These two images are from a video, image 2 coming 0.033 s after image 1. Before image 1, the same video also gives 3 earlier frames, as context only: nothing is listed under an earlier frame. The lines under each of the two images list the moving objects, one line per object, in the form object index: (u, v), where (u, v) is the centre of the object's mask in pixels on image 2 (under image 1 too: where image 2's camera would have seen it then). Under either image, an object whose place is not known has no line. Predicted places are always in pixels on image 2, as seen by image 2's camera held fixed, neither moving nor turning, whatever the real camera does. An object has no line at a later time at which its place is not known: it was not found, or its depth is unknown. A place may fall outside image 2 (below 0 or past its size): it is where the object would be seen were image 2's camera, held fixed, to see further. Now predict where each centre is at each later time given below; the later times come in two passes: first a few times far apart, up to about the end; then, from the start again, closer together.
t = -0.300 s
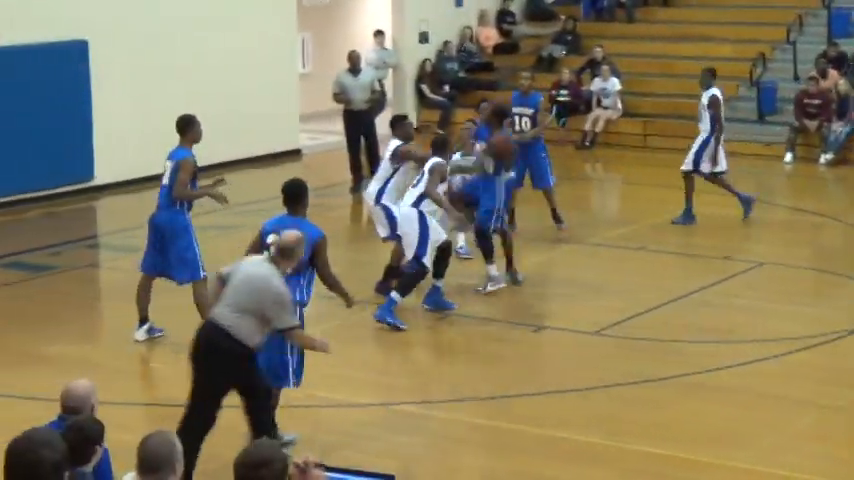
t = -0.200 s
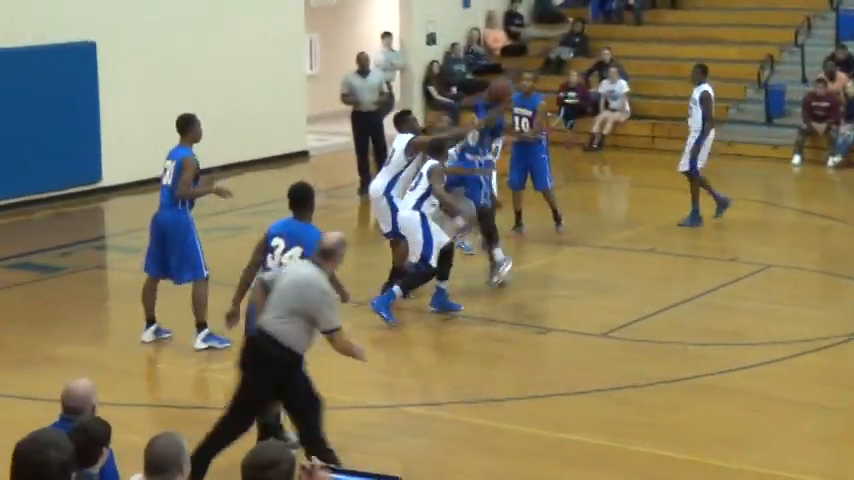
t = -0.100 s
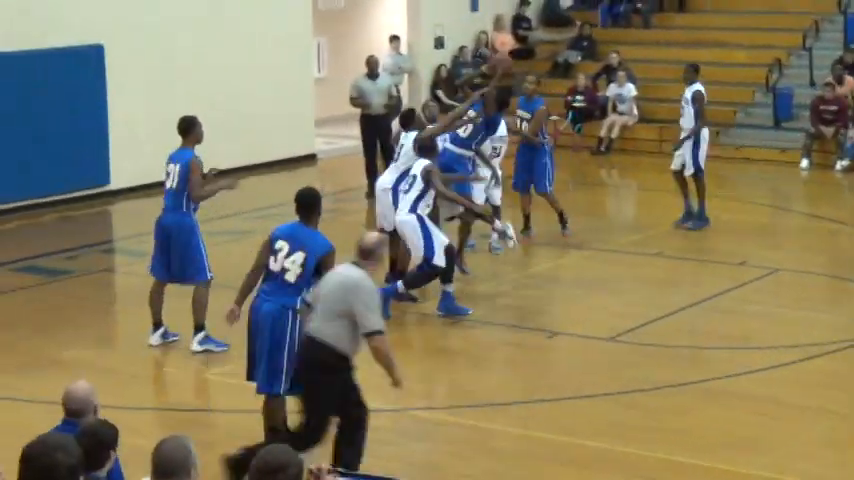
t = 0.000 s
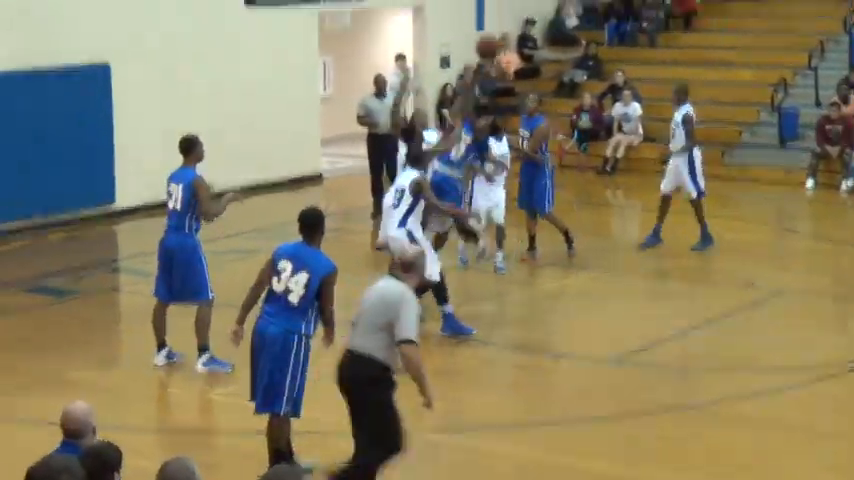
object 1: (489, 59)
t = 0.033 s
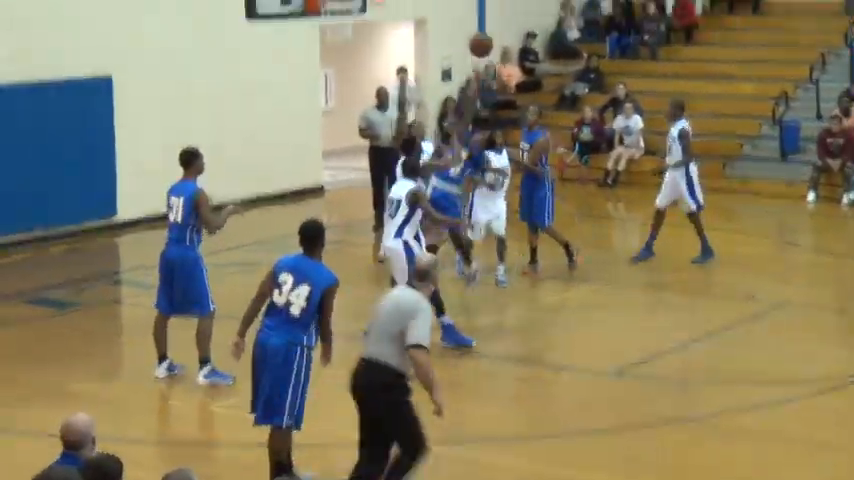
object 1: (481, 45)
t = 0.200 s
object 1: (438, -14)
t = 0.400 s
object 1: (391, -44)
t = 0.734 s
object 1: (366, -12)
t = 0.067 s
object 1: (470, 30)
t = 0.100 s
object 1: (463, 17)
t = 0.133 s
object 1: (454, 6)
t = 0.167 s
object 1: (446, -6)
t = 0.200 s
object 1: (438, -14)
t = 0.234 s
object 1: (430, -22)
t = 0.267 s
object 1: (422, -29)
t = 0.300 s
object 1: (413, -34)
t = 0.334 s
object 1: (406, -38)
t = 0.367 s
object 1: (398, -42)
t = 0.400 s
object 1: (391, -44)
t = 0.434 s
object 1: (383, -45)
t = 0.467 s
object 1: (376, -45)
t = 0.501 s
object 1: (368, -44)
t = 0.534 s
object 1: (361, -41)
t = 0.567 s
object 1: (354, -38)
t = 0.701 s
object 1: (358, -19)
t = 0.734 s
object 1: (366, -12)
